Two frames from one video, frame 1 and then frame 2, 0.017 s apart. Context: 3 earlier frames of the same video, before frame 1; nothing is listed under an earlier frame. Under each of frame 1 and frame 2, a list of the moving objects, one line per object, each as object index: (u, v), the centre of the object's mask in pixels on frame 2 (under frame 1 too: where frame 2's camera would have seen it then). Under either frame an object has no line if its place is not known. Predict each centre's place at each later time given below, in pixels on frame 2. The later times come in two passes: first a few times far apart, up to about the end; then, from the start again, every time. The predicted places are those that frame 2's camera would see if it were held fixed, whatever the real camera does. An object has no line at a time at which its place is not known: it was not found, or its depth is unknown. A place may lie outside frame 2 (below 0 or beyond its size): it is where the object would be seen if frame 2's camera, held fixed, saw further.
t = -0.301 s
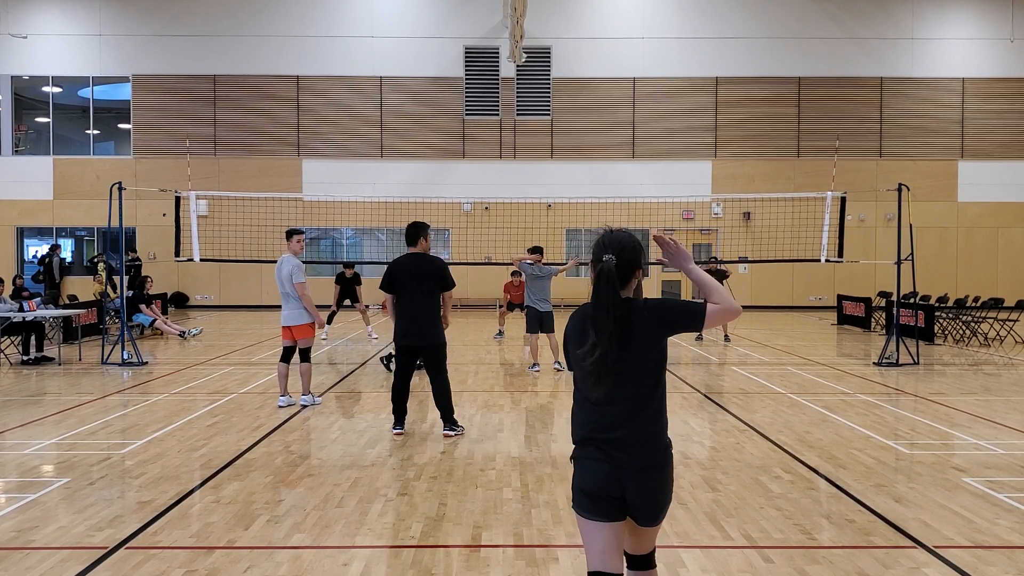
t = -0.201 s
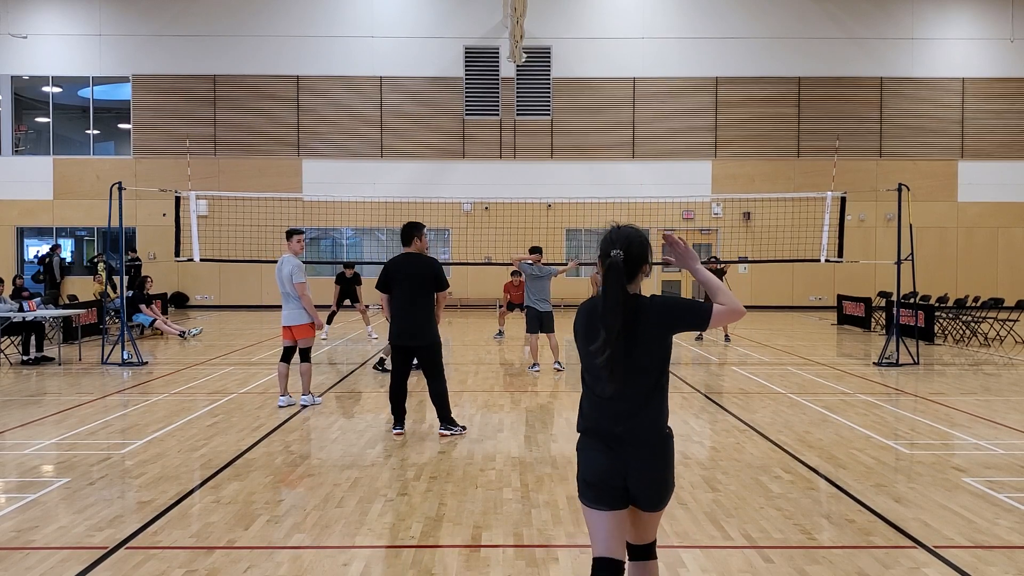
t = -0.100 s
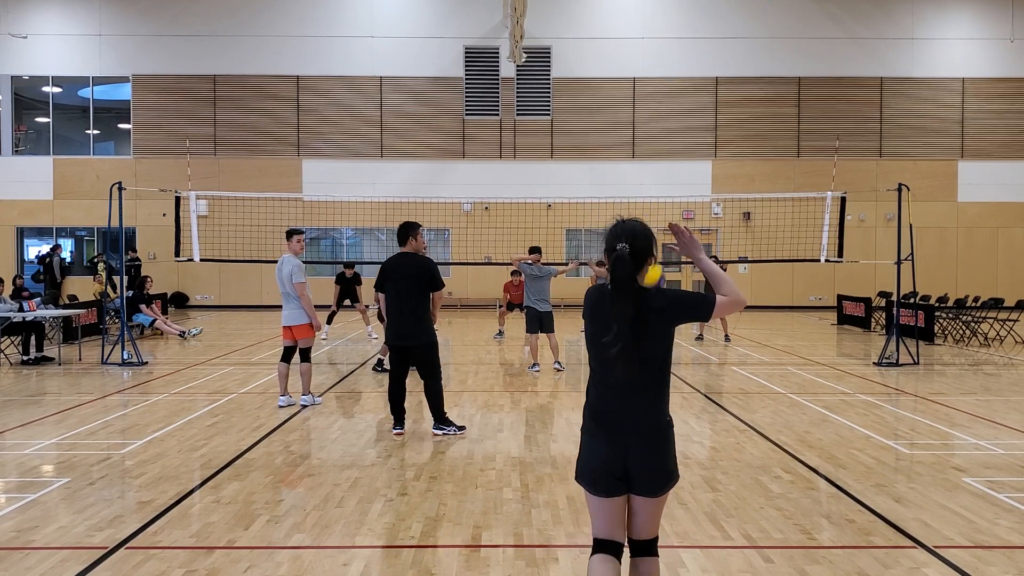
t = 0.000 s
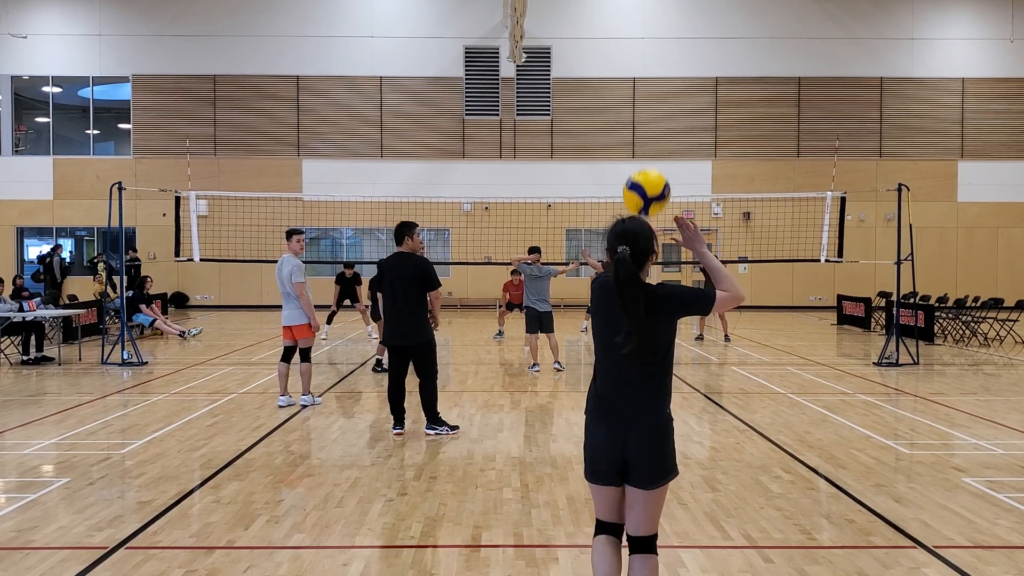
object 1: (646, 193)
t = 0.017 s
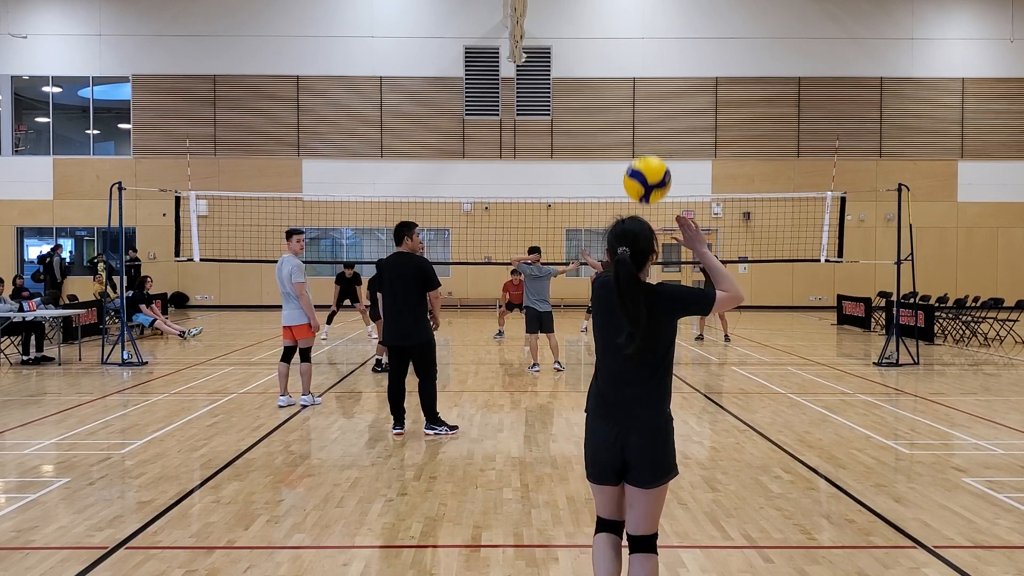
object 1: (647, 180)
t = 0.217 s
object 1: (656, 80)
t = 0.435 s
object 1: (663, 74)
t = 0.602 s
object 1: (668, 134)
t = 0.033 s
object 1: (648, 168)
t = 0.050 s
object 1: (649, 157)
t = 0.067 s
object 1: (650, 146)
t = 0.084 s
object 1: (651, 136)
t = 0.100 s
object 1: (651, 127)
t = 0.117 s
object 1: (652, 118)
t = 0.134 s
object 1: (653, 110)
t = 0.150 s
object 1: (653, 103)
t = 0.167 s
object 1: (654, 96)
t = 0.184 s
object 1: (655, 90)
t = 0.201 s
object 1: (655, 85)
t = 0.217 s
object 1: (656, 80)
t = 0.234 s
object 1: (656, 76)
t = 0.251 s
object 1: (657, 73)
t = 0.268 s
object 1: (658, 70)
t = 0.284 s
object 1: (658, 68)
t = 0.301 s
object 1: (659, 66)
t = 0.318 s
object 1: (660, 65)
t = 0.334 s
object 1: (660, 65)
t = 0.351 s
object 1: (661, 65)
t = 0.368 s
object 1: (661, 65)
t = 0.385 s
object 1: (662, 67)
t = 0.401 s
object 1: (662, 69)
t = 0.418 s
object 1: (663, 71)
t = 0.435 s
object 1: (663, 74)
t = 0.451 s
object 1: (664, 78)
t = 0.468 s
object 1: (664, 82)
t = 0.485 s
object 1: (665, 87)
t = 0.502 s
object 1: (665, 92)
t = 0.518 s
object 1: (666, 98)
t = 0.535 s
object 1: (666, 104)
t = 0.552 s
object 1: (667, 111)
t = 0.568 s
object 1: (667, 118)
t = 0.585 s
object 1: (668, 126)
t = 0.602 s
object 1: (668, 134)
